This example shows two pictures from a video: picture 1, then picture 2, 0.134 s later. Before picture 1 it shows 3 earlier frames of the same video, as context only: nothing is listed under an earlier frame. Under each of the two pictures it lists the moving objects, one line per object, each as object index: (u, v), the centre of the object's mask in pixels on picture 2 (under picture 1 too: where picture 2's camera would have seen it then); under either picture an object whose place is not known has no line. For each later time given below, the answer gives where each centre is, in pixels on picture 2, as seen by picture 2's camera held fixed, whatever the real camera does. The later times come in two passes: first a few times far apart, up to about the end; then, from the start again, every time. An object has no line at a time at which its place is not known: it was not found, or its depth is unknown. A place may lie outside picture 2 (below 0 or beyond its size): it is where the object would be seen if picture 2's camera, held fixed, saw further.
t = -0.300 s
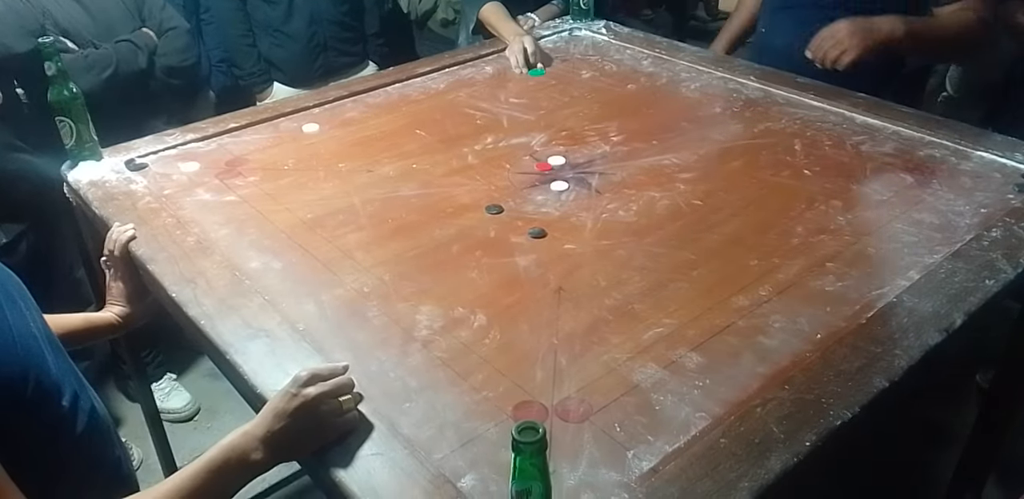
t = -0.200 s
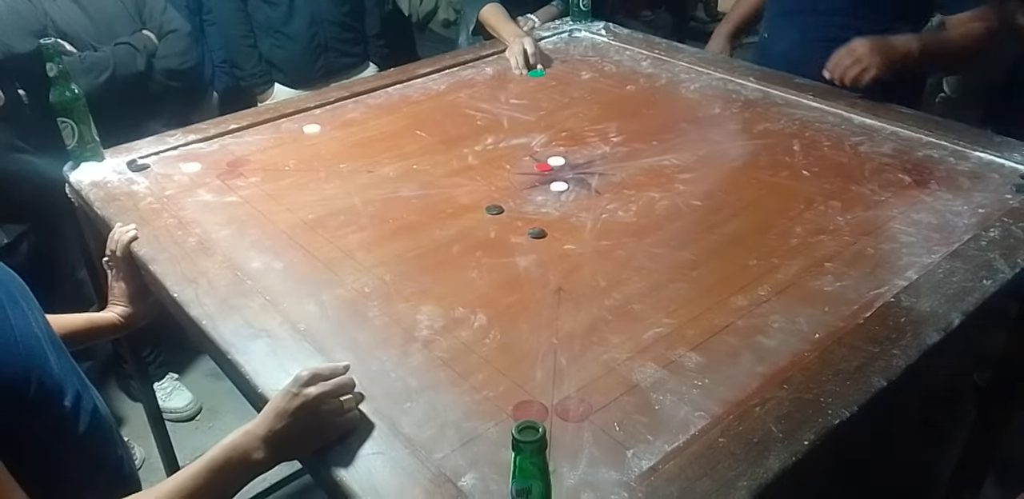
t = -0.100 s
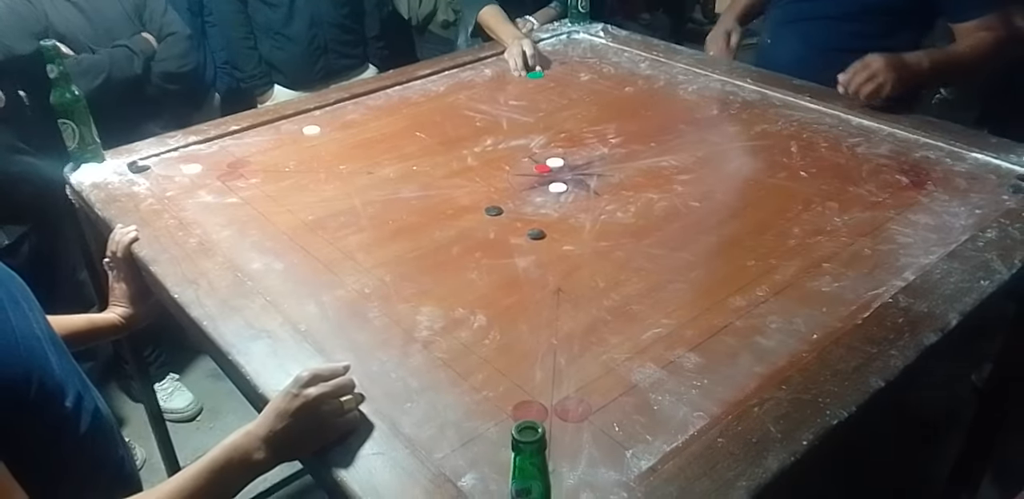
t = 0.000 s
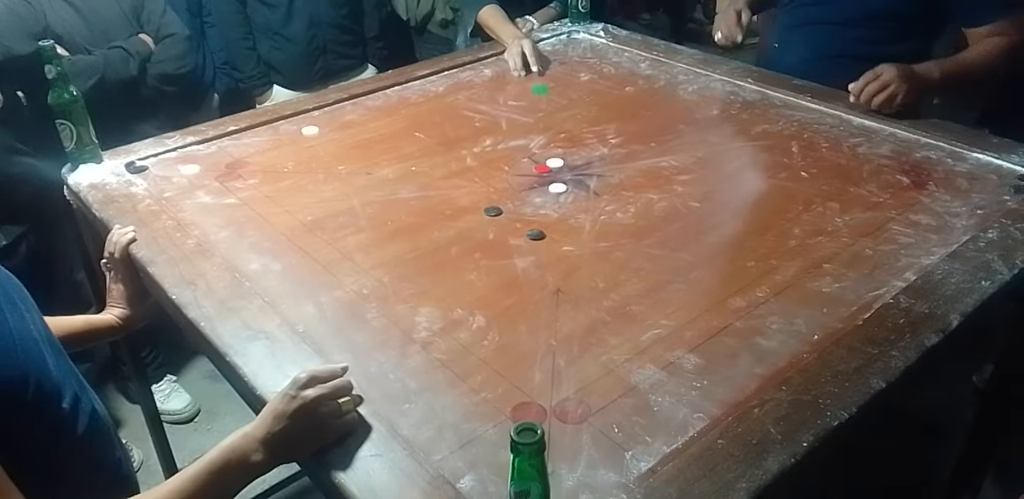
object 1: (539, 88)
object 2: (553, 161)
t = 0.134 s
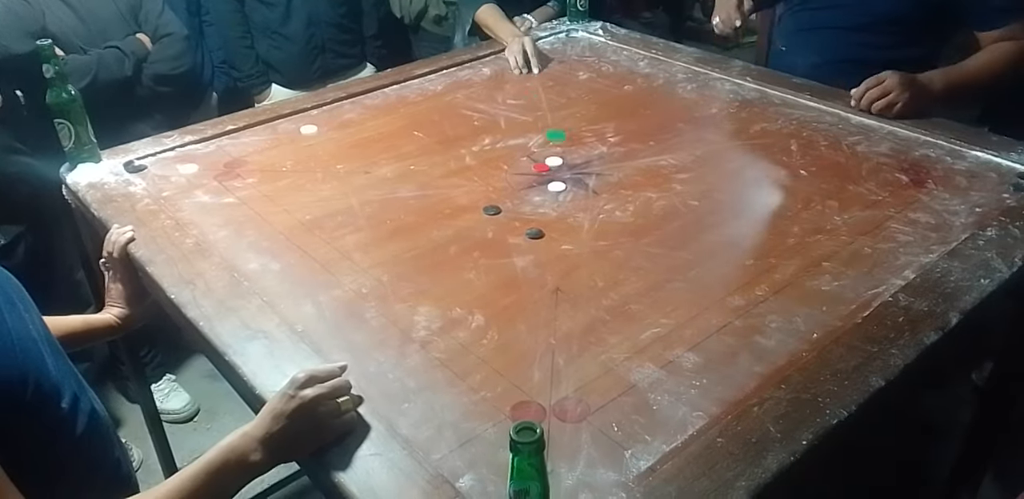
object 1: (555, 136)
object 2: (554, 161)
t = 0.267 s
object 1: (590, 168)
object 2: (564, 172)
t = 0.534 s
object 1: (663, 202)
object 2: (589, 192)
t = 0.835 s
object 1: (690, 215)
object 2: (595, 196)
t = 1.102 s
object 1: (690, 215)
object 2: (595, 196)
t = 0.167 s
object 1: (561, 149)
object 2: (554, 161)
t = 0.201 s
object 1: (570, 158)
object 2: (555, 164)
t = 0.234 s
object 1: (580, 163)
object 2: (560, 168)
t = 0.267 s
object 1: (590, 168)
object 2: (564, 172)
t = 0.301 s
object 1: (602, 173)
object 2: (569, 175)
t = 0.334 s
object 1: (612, 179)
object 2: (572, 179)
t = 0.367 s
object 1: (622, 183)
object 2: (576, 182)
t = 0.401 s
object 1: (632, 188)
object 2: (579, 184)
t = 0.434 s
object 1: (641, 192)
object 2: (582, 186)
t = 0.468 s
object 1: (648, 195)
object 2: (585, 189)
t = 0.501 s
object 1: (656, 199)
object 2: (587, 190)
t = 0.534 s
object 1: (663, 202)
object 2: (589, 192)
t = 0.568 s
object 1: (669, 205)
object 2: (591, 194)
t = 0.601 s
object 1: (674, 208)
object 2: (592, 195)
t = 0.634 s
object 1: (679, 210)
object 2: (593, 195)
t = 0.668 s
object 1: (683, 211)
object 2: (594, 196)
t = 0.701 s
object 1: (686, 213)
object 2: (594, 196)
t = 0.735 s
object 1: (688, 214)
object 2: (595, 196)
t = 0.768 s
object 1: (690, 215)
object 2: (595, 196)
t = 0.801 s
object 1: (690, 215)
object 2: (595, 196)
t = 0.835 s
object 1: (690, 215)
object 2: (595, 196)
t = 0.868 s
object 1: (690, 215)
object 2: (595, 196)
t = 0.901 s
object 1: (691, 215)
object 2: (595, 196)
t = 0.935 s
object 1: (690, 215)
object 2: (595, 196)
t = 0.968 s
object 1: (691, 215)
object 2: (595, 196)
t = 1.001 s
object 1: (690, 215)
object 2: (595, 196)
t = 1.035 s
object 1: (690, 215)
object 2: (595, 196)
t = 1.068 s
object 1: (690, 215)
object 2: (595, 196)
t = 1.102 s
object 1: (690, 215)
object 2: (595, 196)
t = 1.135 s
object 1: (690, 215)
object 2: (595, 196)
